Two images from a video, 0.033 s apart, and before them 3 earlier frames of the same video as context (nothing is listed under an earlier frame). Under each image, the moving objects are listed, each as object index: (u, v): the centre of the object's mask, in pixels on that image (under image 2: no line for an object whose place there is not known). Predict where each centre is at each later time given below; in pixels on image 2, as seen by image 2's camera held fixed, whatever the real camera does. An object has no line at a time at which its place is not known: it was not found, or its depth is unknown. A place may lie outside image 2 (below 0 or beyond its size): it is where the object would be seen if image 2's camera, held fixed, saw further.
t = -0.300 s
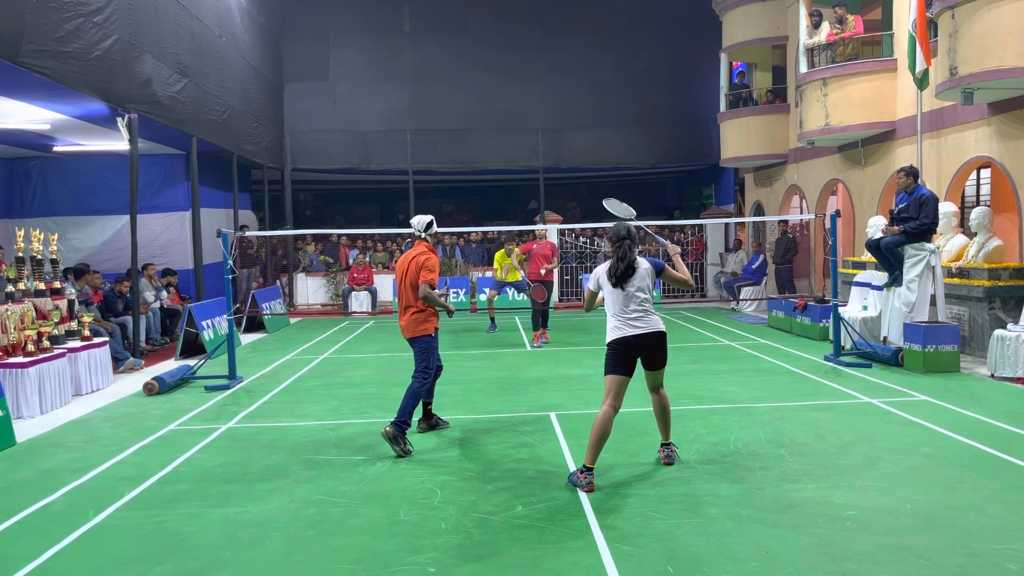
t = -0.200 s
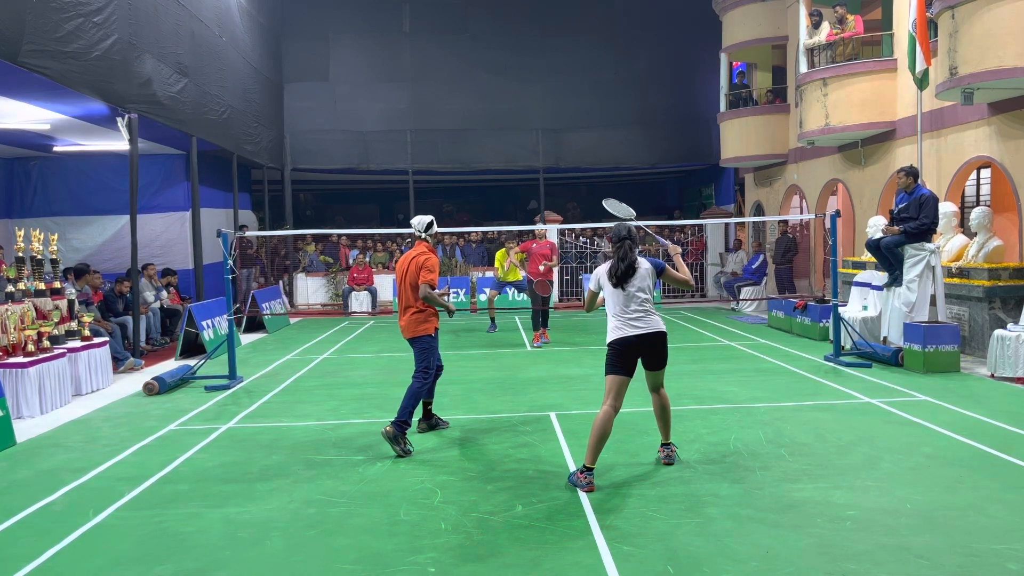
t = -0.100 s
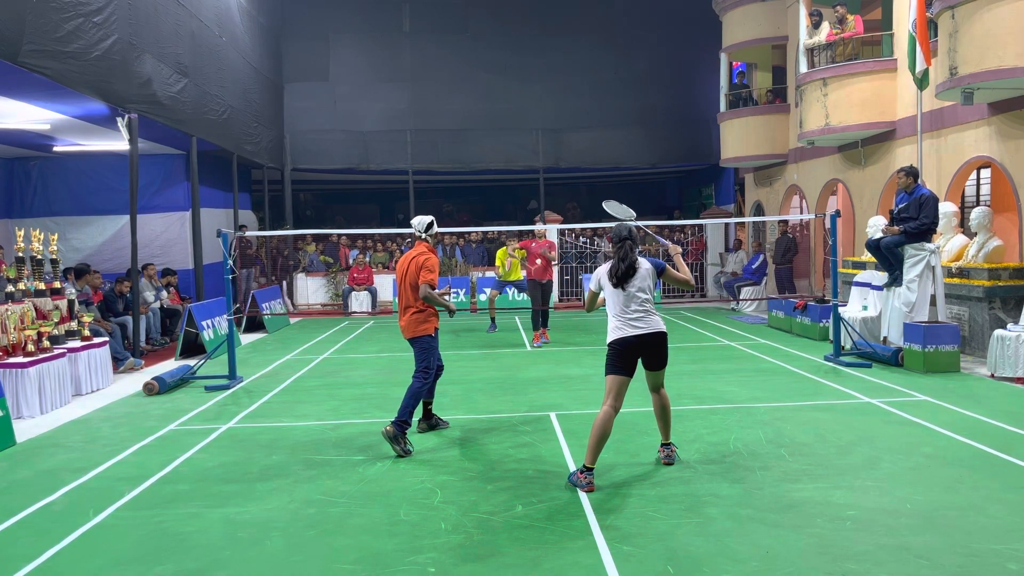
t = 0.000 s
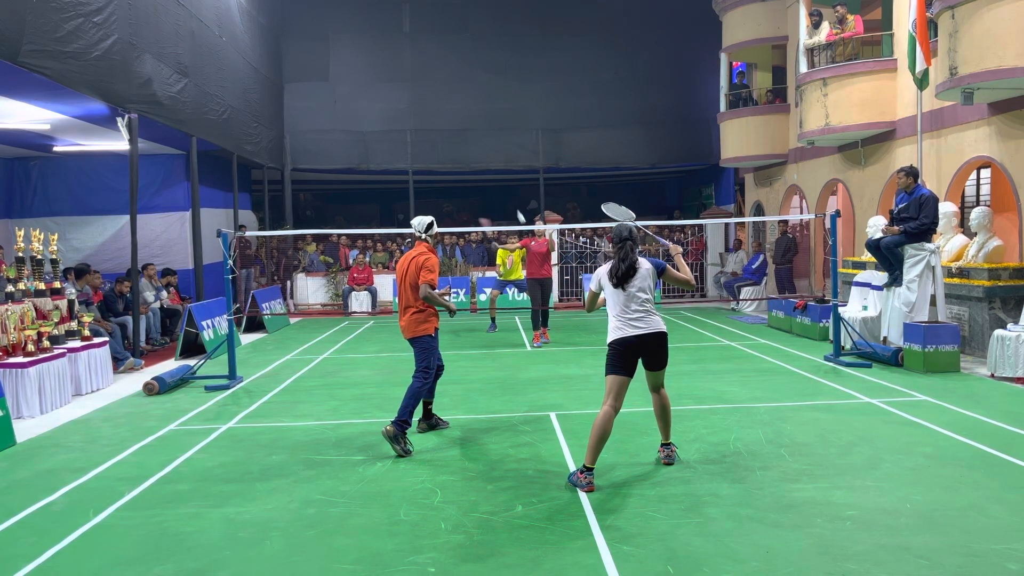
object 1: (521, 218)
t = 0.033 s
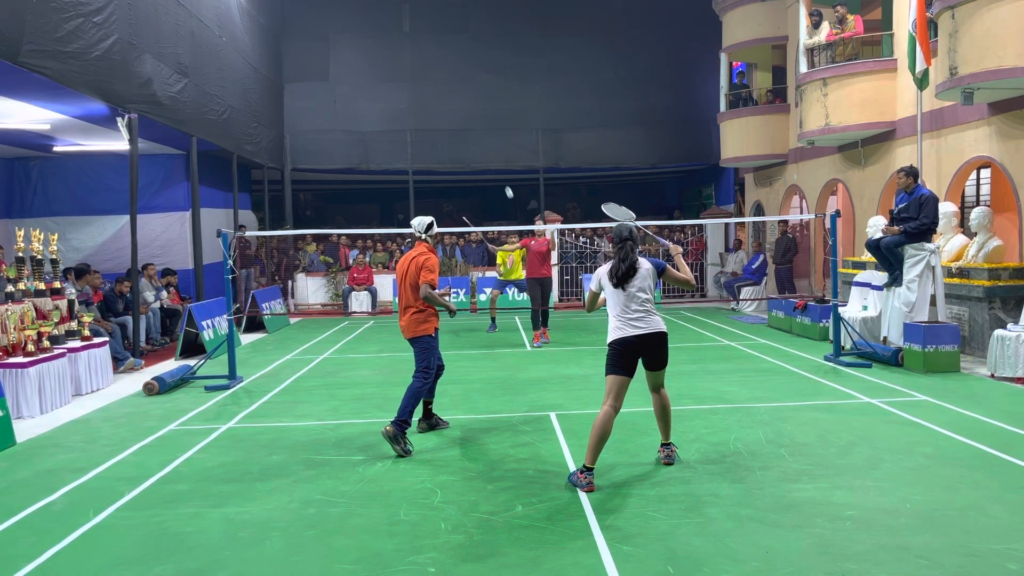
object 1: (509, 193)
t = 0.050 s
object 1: (504, 182)
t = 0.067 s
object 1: (499, 171)
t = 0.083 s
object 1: (494, 160)
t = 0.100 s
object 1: (490, 150)
